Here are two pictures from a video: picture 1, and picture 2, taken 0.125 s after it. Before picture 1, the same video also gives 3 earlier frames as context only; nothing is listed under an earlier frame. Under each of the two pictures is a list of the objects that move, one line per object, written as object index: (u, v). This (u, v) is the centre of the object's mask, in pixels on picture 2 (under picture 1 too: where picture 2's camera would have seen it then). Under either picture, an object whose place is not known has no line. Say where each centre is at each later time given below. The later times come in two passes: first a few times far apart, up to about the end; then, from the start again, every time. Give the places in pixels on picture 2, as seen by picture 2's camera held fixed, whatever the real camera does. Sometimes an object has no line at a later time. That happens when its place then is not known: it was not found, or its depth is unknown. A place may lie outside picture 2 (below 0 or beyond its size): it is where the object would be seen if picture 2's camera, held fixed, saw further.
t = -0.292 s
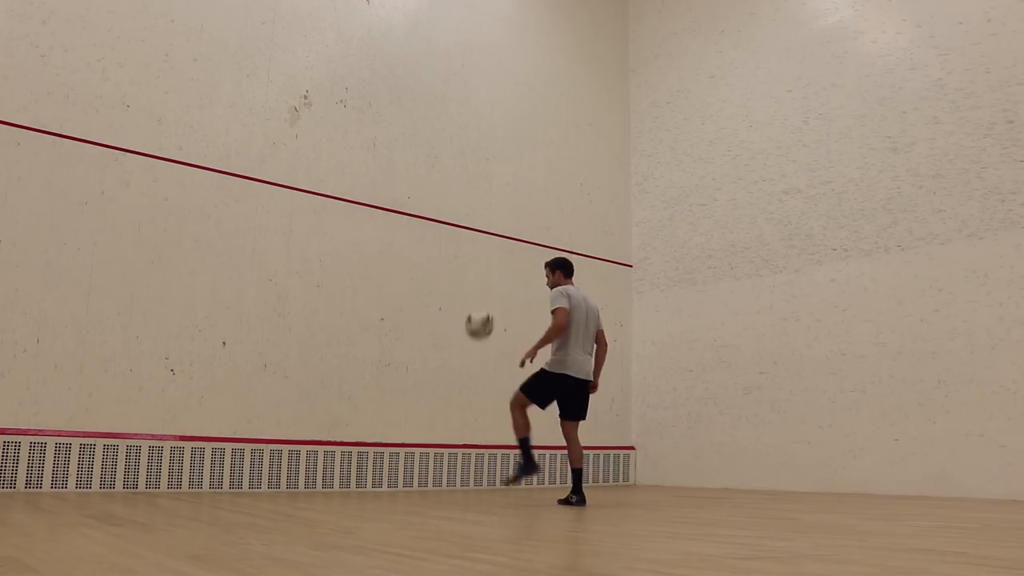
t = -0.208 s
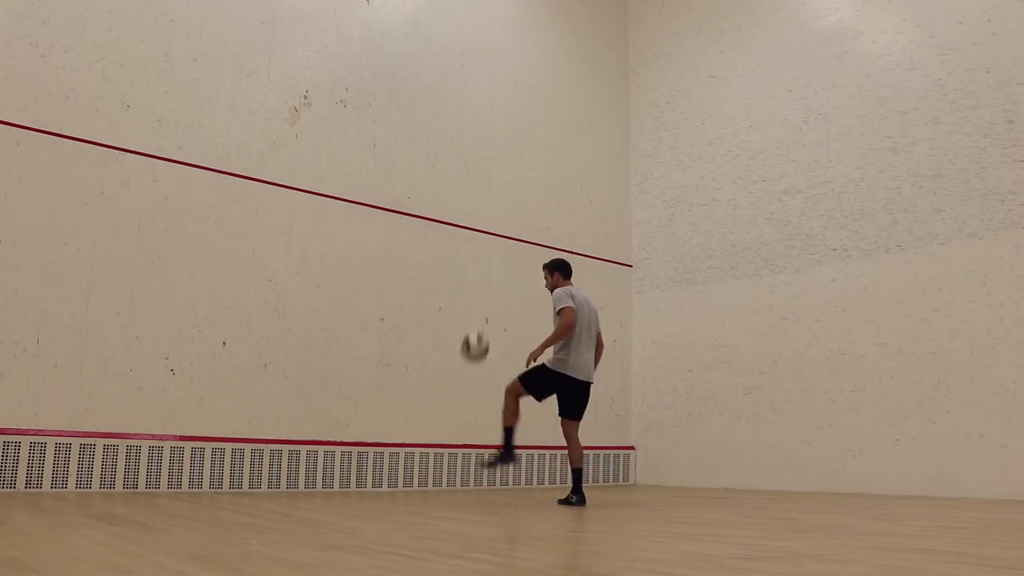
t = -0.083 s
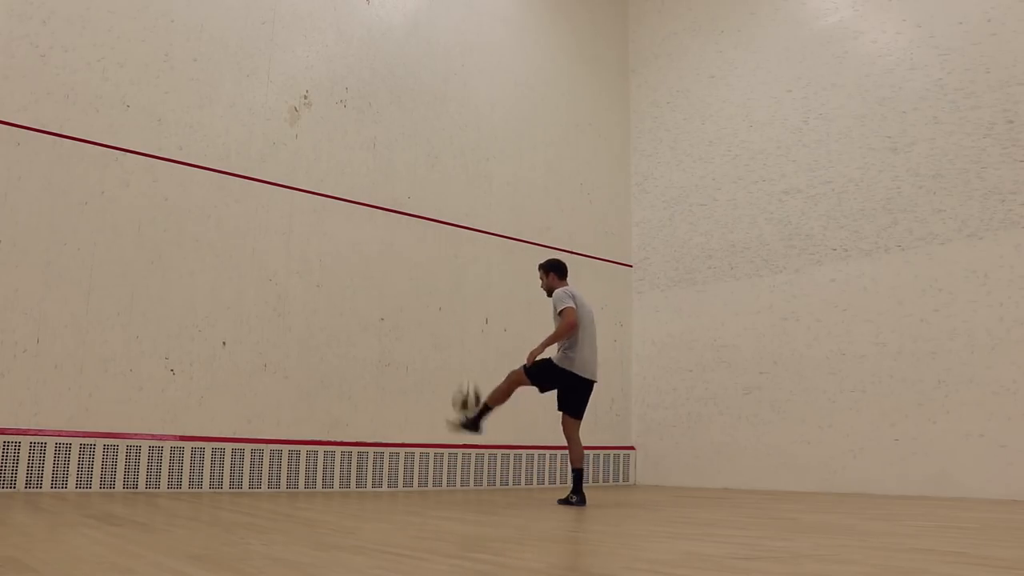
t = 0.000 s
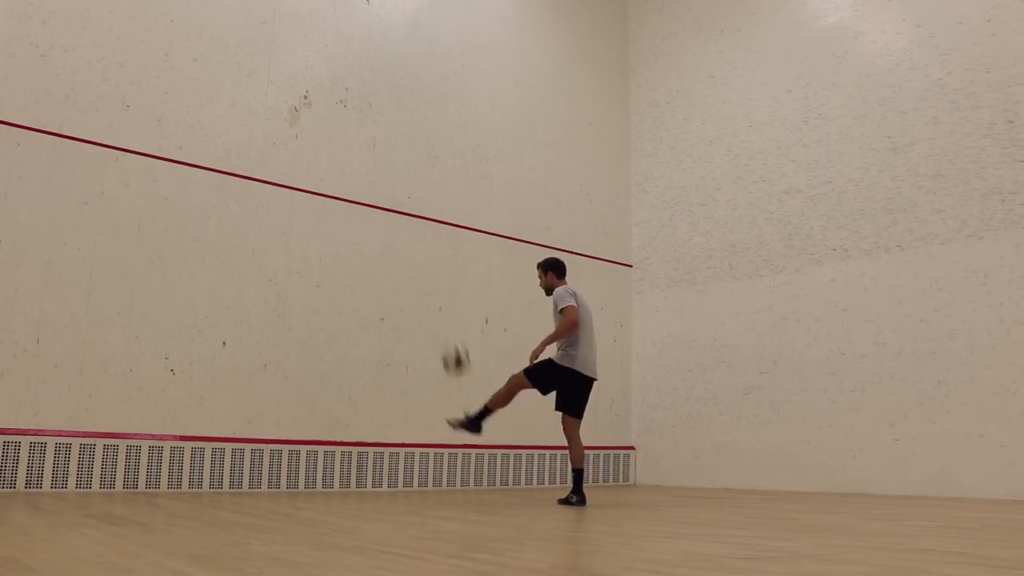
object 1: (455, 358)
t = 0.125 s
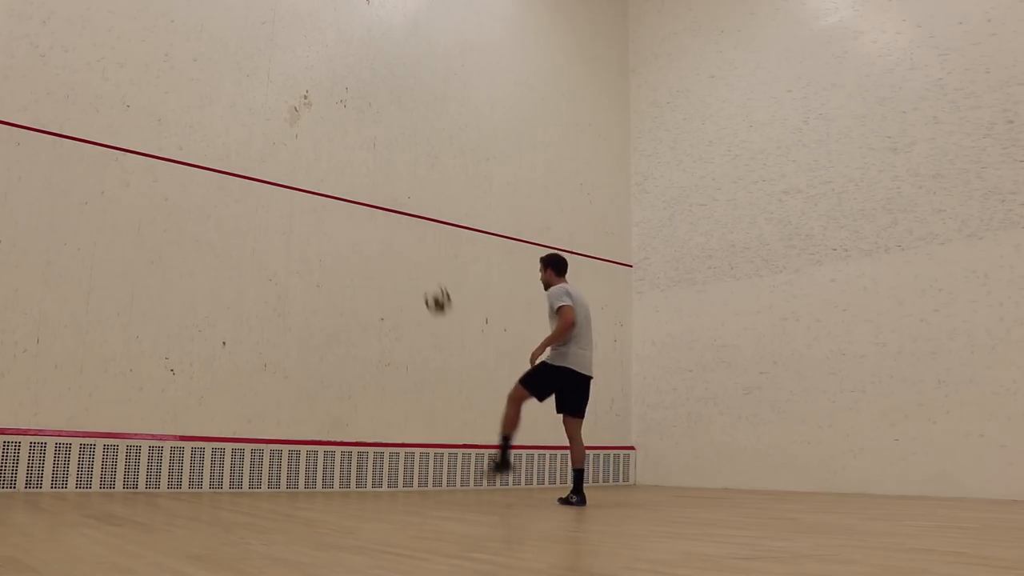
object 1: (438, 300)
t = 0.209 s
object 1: (427, 274)
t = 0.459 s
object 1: (409, 244)
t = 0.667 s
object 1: (443, 255)
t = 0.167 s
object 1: (433, 287)
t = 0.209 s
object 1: (427, 274)
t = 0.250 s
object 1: (422, 265)
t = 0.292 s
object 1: (417, 257)
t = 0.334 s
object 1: (411, 252)
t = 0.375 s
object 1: (407, 250)
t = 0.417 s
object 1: (403, 248)
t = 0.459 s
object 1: (409, 244)
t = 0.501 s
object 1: (416, 243)
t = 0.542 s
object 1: (422, 243)
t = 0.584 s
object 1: (429, 245)
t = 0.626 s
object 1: (436, 249)
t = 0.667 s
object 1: (443, 255)
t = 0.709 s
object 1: (449, 265)
